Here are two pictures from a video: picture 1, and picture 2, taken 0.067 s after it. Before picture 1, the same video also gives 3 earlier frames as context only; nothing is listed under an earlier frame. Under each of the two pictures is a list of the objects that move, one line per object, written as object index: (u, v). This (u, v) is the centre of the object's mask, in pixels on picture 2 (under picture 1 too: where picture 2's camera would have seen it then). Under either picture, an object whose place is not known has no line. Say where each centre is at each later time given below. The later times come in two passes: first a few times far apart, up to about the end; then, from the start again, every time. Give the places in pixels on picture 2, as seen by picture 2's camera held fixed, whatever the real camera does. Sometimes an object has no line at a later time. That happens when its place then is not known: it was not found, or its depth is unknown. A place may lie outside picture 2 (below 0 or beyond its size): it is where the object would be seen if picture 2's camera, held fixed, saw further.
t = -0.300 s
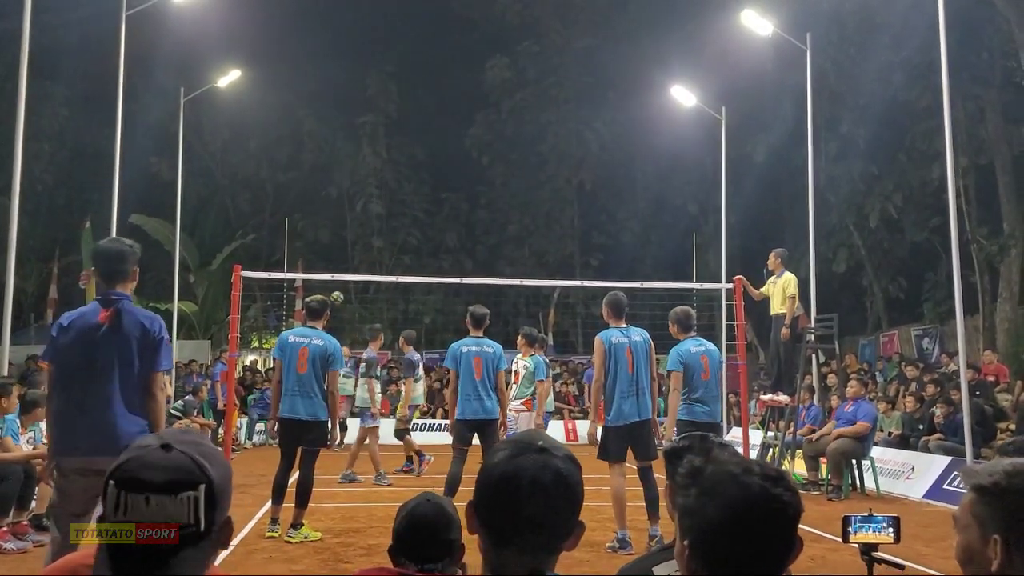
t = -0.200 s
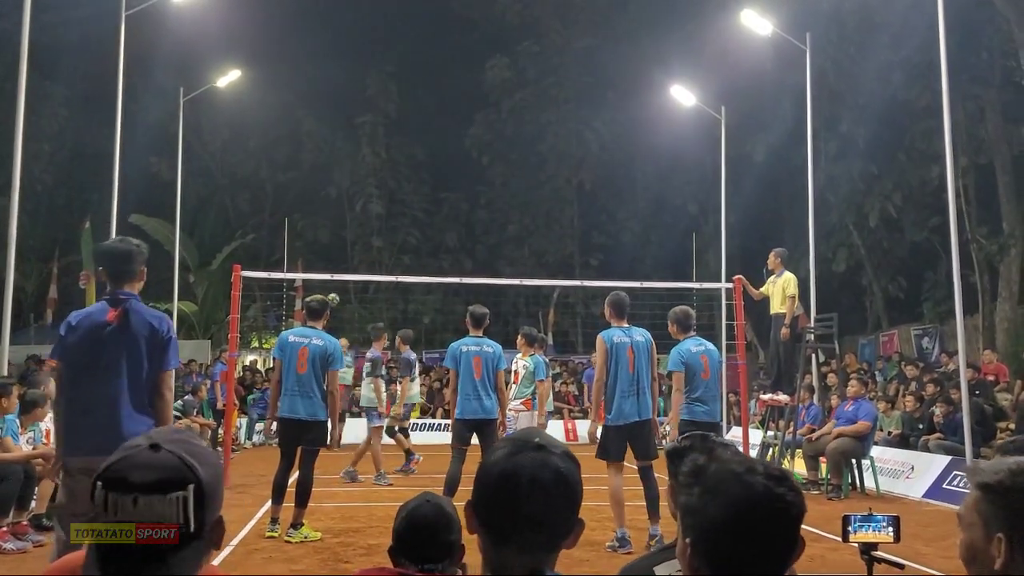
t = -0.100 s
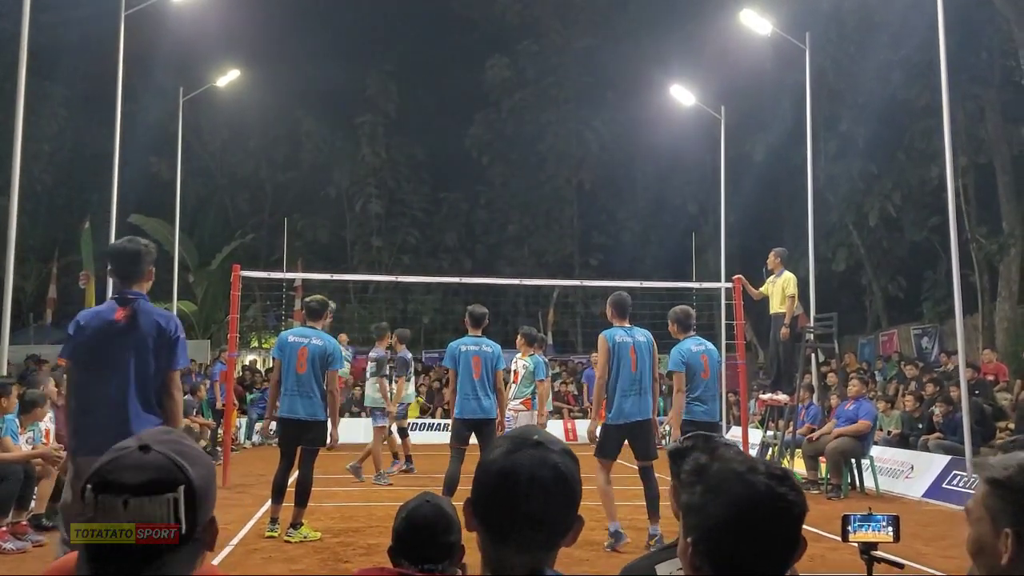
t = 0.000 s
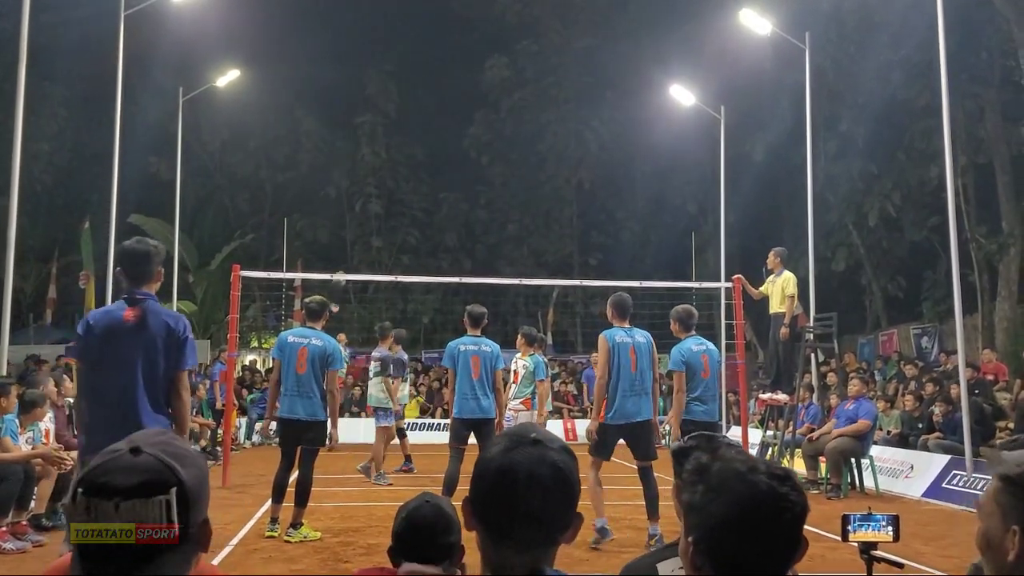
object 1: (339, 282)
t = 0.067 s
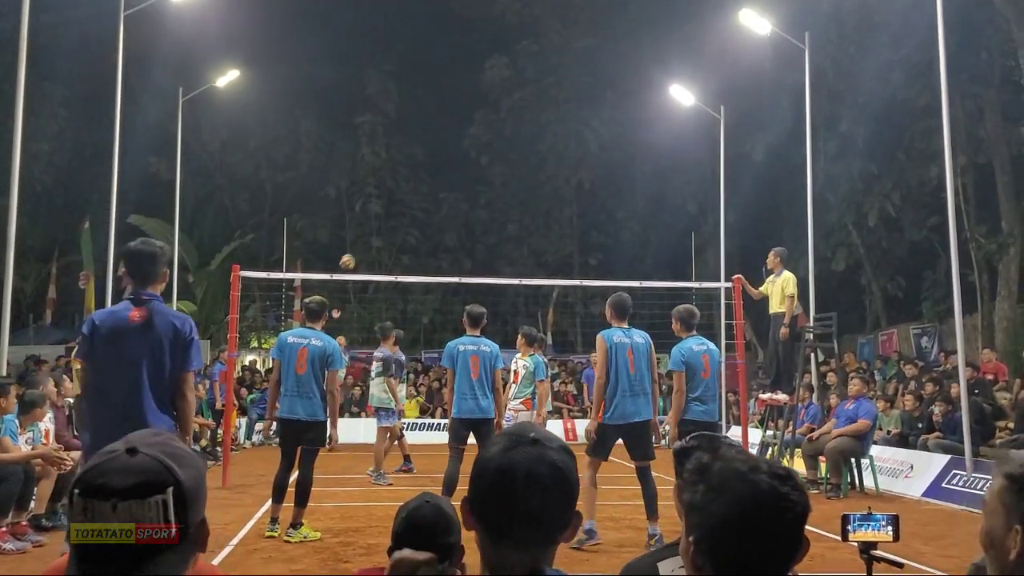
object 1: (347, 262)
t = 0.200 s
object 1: (367, 232)
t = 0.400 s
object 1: (403, 215)
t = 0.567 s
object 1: (440, 228)
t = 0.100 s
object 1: (352, 253)
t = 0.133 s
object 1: (357, 245)
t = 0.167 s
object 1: (362, 240)
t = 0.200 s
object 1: (367, 232)
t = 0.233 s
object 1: (373, 227)
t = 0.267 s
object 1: (378, 223)
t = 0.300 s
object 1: (384, 220)
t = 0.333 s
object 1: (390, 217)
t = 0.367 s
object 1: (396, 215)
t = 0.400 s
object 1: (403, 215)
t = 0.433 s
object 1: (410, 215)
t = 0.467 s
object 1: (417, 216)
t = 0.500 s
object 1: (425, 219)
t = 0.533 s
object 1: (432, 223)
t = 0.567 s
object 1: (440, 228)
